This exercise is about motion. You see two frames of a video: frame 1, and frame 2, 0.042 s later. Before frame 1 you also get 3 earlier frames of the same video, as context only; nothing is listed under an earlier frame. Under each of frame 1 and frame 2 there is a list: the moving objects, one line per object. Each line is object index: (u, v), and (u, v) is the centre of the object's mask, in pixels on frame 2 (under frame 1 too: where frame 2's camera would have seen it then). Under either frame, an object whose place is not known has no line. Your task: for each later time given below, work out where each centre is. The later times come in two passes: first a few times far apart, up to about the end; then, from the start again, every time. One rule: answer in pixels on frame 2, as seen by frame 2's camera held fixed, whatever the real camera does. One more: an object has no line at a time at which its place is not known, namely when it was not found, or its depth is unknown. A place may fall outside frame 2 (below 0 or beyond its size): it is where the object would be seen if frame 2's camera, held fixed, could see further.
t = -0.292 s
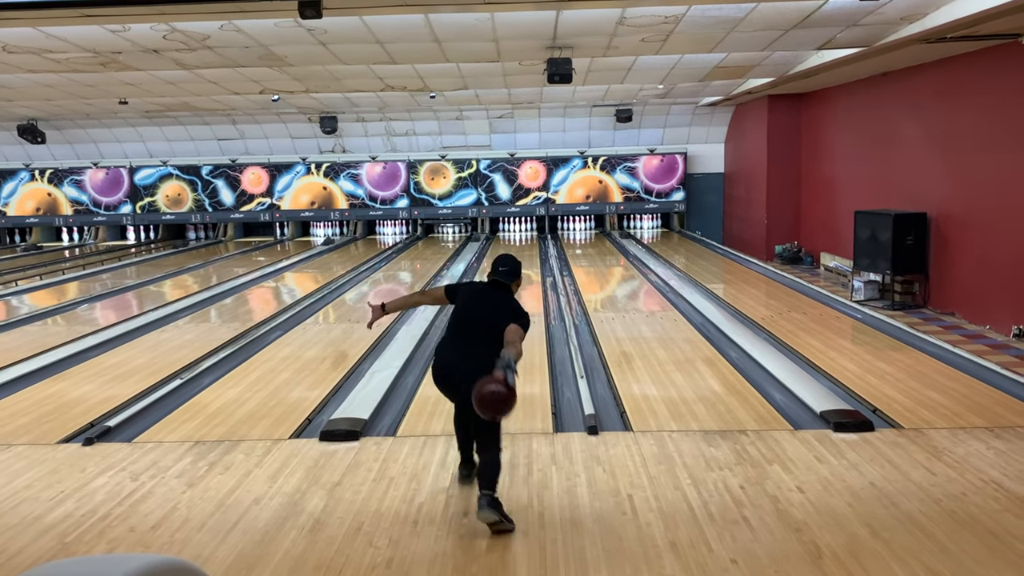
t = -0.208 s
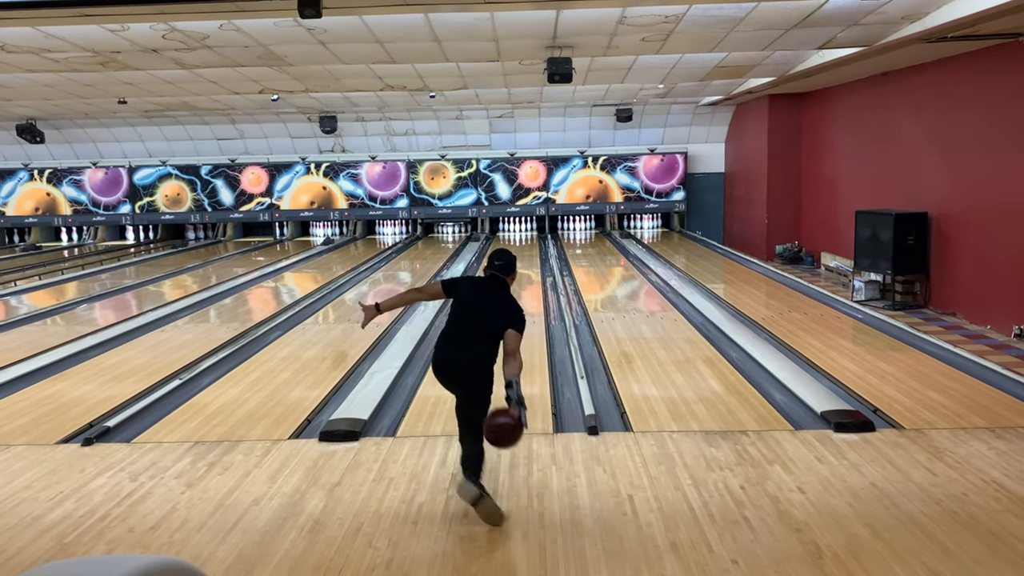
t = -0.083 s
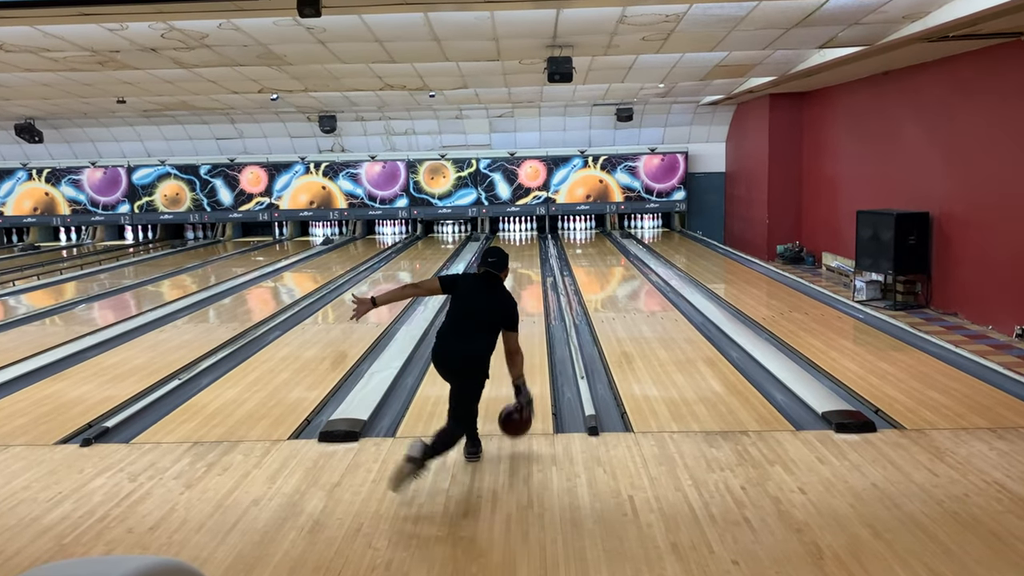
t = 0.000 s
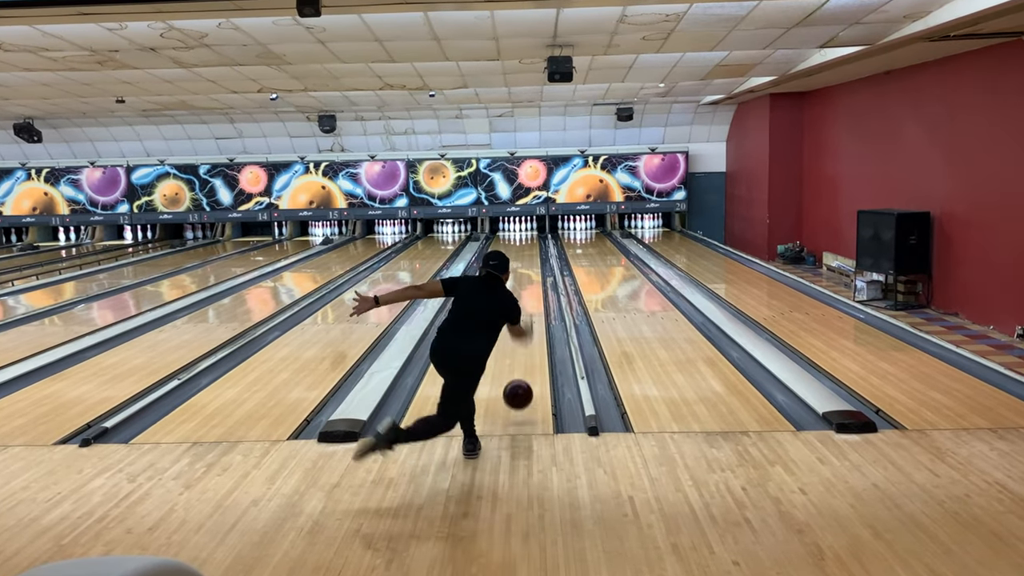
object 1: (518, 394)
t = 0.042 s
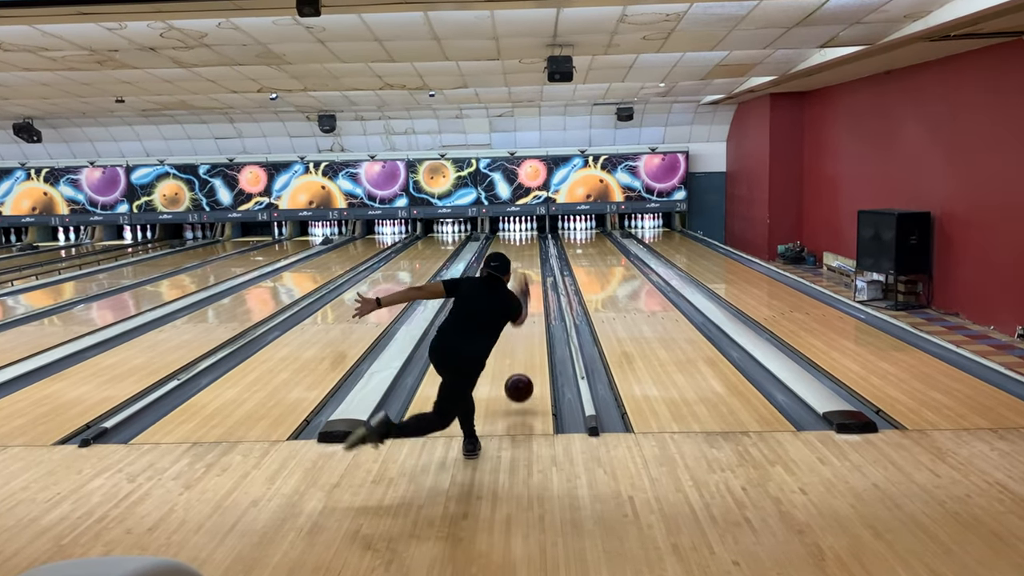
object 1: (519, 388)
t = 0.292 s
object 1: (524, 342)
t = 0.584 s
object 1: (528, 305)
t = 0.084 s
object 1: (520, 382)
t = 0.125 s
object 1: (521, 375)
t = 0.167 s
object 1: (523, 365)
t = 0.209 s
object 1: (523, 358)
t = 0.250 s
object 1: (524, 348)
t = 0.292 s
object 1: (524, 342)
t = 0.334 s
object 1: (525, 334)
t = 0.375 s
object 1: (526, 329)
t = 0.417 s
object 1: (526, 323)
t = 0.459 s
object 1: (527, 319)
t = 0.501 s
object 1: (527, 313)
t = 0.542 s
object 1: (528, 309)
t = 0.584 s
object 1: (528, 305)
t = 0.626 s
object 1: (529, 304)
